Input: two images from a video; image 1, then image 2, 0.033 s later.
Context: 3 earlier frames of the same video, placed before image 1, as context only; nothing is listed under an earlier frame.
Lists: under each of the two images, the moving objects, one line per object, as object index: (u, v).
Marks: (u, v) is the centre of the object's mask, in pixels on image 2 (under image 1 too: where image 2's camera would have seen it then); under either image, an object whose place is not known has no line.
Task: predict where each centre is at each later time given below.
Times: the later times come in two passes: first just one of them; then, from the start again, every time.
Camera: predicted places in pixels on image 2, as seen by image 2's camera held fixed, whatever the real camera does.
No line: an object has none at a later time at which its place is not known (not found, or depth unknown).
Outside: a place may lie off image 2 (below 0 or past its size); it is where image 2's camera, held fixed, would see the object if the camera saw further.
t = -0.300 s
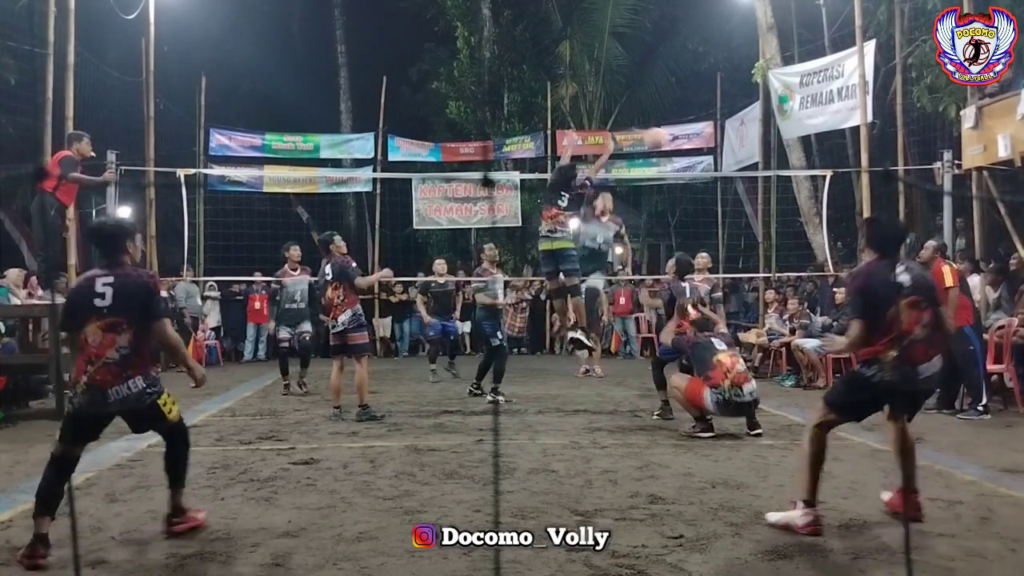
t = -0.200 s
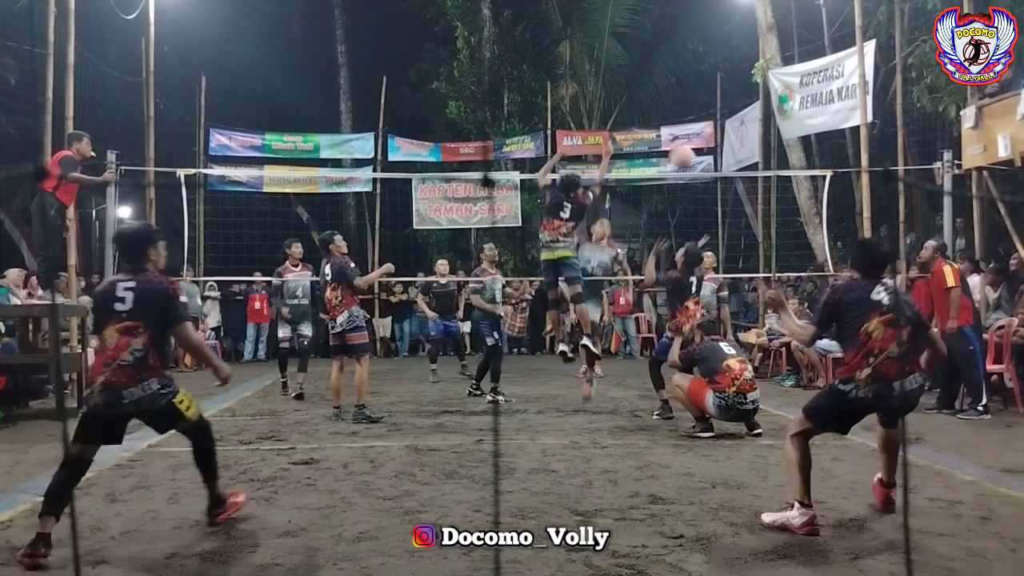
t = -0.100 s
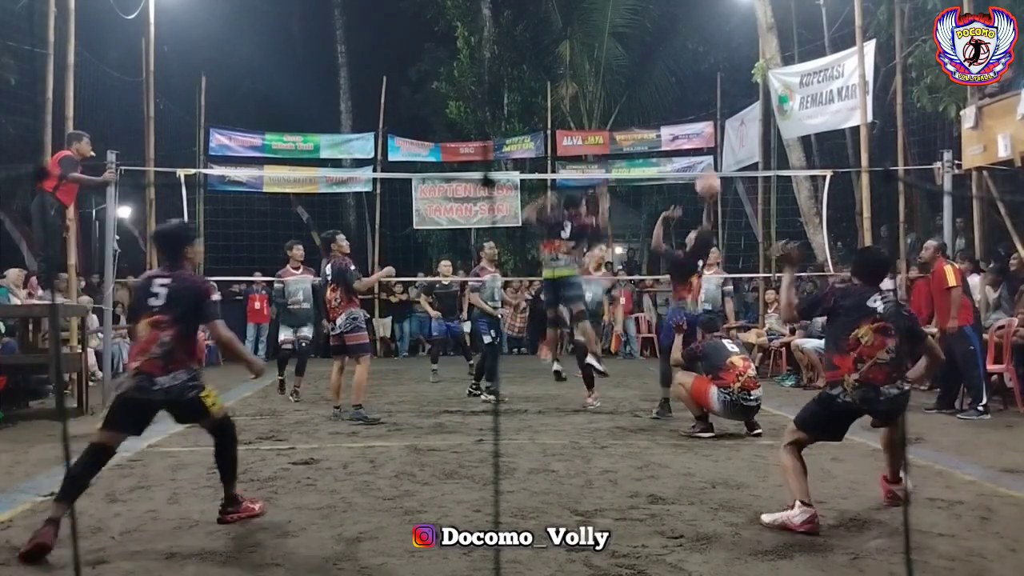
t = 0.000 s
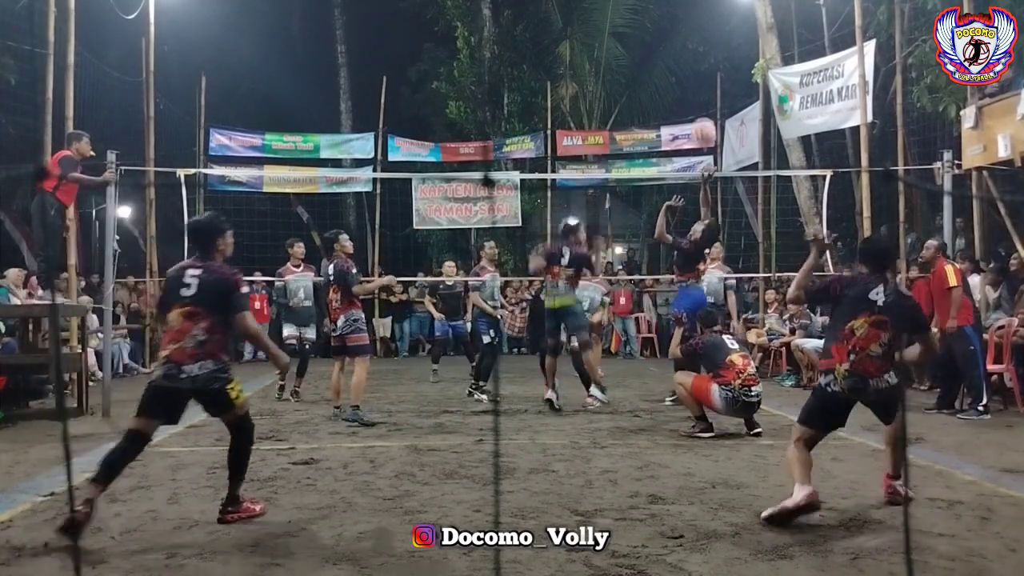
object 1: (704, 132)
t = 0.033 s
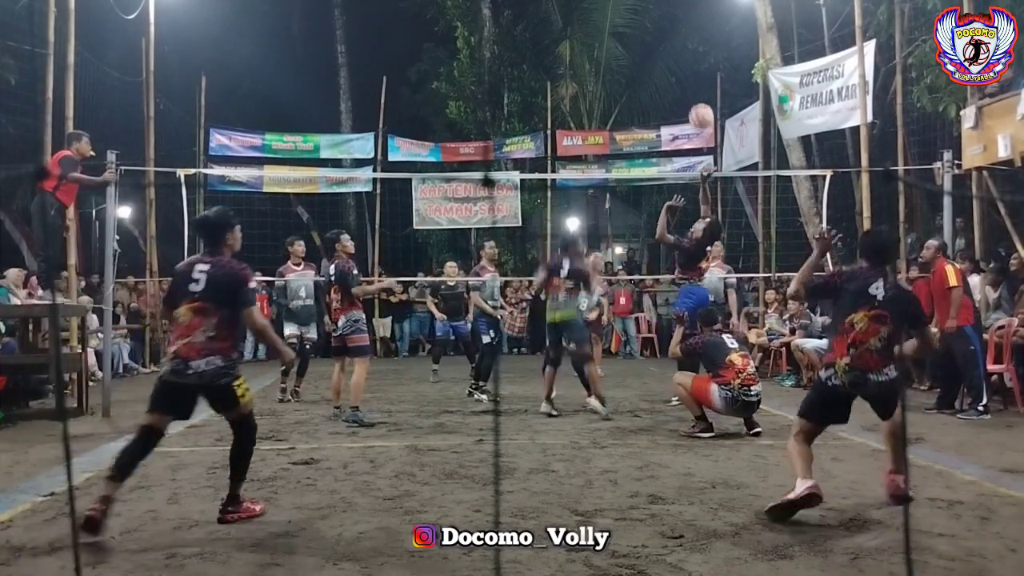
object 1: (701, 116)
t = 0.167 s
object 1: (692, 69)
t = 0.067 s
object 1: (699, 104)
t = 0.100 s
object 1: (697, 91)
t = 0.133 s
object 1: (695, 80)
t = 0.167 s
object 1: (692, 69)
